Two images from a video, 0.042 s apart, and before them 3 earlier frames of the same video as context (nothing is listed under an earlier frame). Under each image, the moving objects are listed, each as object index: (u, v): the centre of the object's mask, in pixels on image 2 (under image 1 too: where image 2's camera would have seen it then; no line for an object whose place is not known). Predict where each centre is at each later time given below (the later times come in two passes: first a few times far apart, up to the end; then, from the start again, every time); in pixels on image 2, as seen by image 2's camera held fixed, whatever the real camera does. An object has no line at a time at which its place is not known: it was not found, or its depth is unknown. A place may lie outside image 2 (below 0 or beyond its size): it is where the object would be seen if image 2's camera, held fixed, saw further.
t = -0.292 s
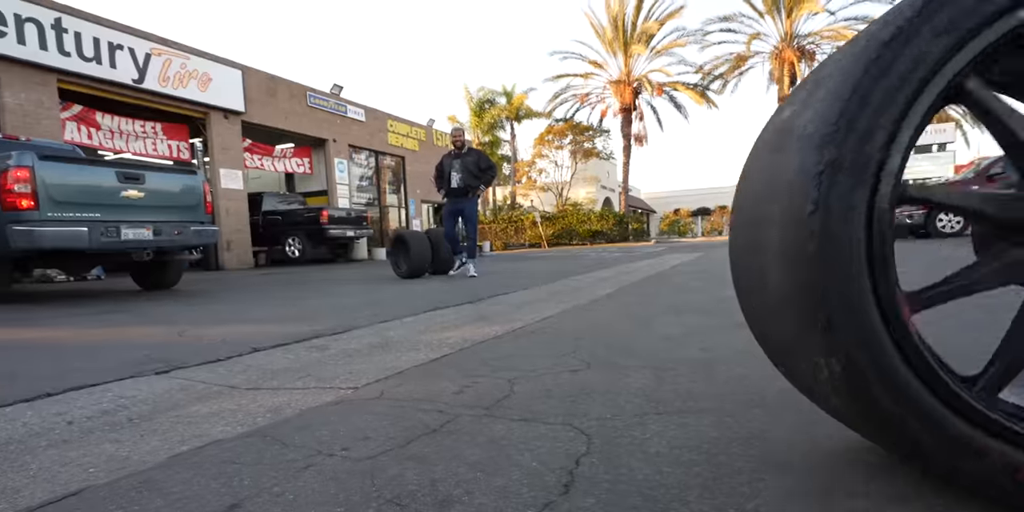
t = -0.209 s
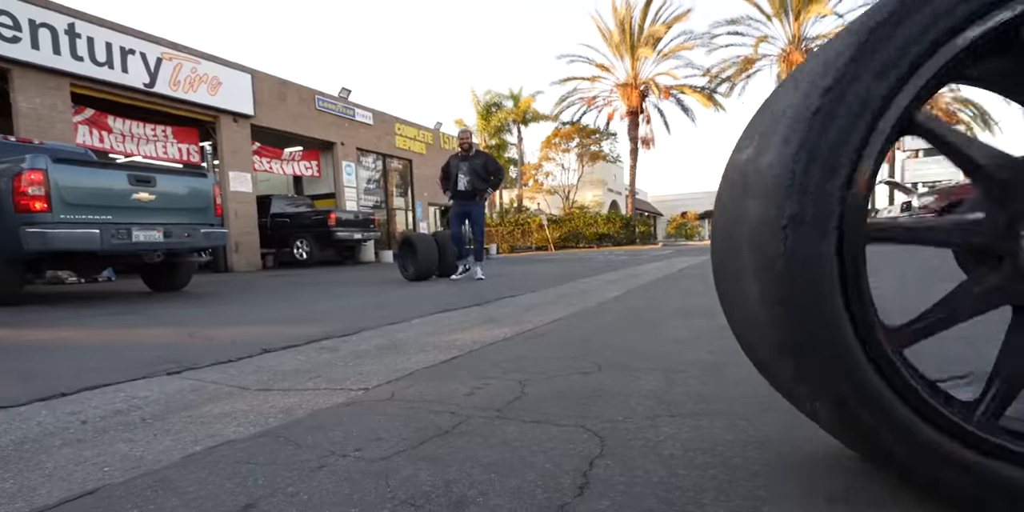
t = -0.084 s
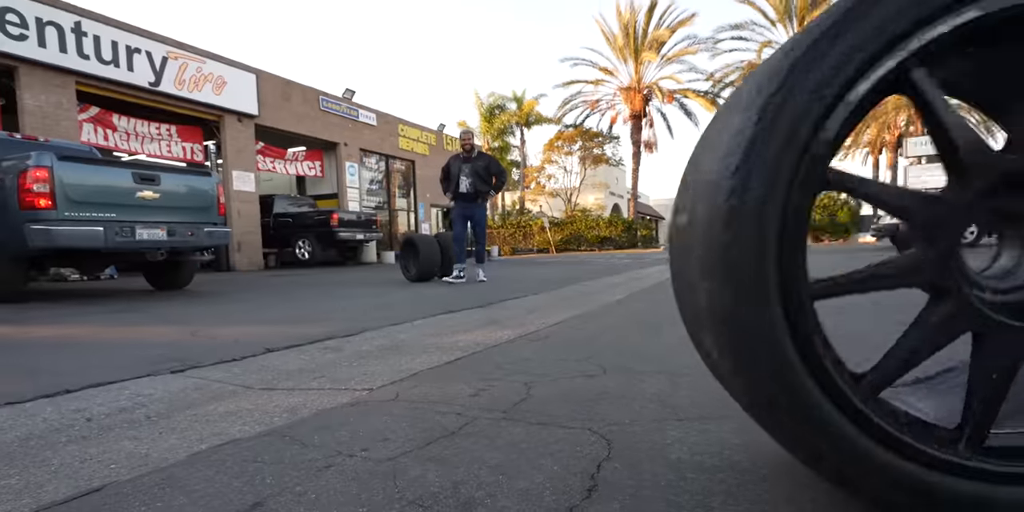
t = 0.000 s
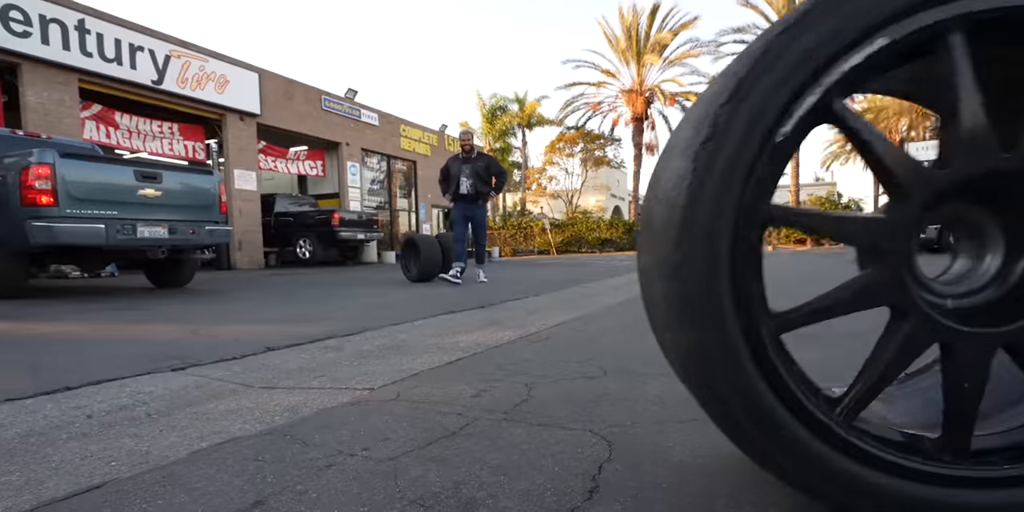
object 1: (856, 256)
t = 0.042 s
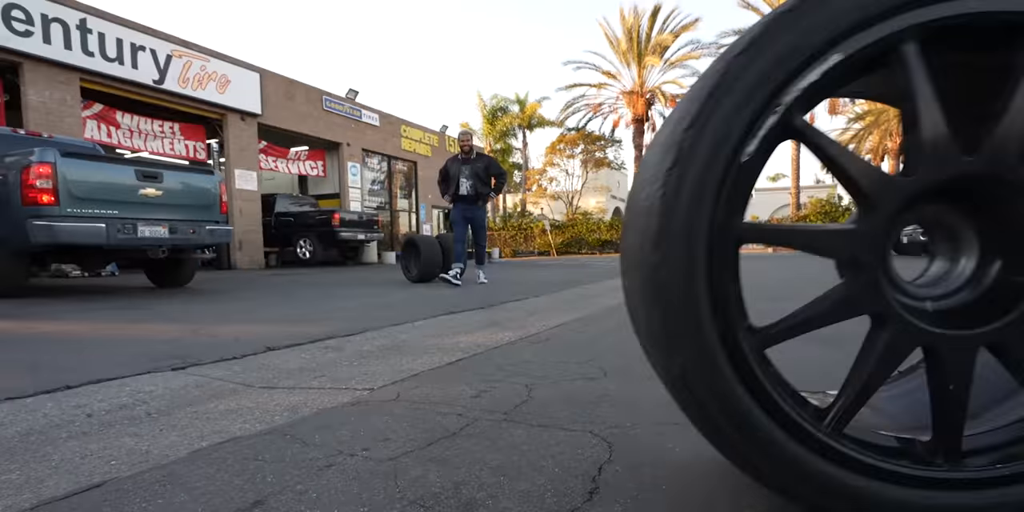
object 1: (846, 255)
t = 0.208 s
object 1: (804, 251)
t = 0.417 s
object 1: (735, 246)
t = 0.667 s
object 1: (589, 249)
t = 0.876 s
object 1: (478, 252)
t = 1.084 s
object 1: (371, 257)
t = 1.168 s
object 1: (331, 258)
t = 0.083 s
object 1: (836, 254)
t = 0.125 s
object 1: (825, 254)
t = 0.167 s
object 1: (815, 253)
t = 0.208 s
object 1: (804, 251)
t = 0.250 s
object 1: (793, 250)
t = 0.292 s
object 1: (780, 249)
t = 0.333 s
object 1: (766, 248)
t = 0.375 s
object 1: (751, 247)
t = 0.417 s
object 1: (735, 246)
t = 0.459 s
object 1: (712, 246)
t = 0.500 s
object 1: (686, 246)
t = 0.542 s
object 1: (661, 247)
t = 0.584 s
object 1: (636, 247)
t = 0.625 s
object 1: (613, 248)
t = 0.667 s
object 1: (589, 249)
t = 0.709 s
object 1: (567, 250)
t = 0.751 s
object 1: (544, 250)
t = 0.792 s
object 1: (521, 251)
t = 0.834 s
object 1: (500, 252)
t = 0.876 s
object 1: (478, 252)
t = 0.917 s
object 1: (456, 254)
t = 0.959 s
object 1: (435, 254)
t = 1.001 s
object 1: (413, 255)
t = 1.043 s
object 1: (392, 256)
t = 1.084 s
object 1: (371, 257)
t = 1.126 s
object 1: (351, 258)
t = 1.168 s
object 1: (331, 258)
